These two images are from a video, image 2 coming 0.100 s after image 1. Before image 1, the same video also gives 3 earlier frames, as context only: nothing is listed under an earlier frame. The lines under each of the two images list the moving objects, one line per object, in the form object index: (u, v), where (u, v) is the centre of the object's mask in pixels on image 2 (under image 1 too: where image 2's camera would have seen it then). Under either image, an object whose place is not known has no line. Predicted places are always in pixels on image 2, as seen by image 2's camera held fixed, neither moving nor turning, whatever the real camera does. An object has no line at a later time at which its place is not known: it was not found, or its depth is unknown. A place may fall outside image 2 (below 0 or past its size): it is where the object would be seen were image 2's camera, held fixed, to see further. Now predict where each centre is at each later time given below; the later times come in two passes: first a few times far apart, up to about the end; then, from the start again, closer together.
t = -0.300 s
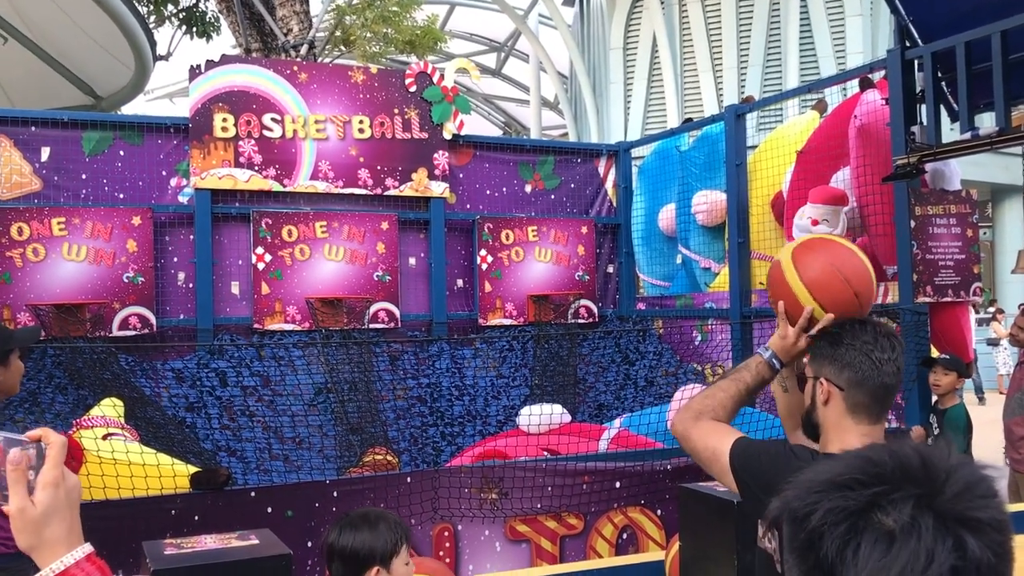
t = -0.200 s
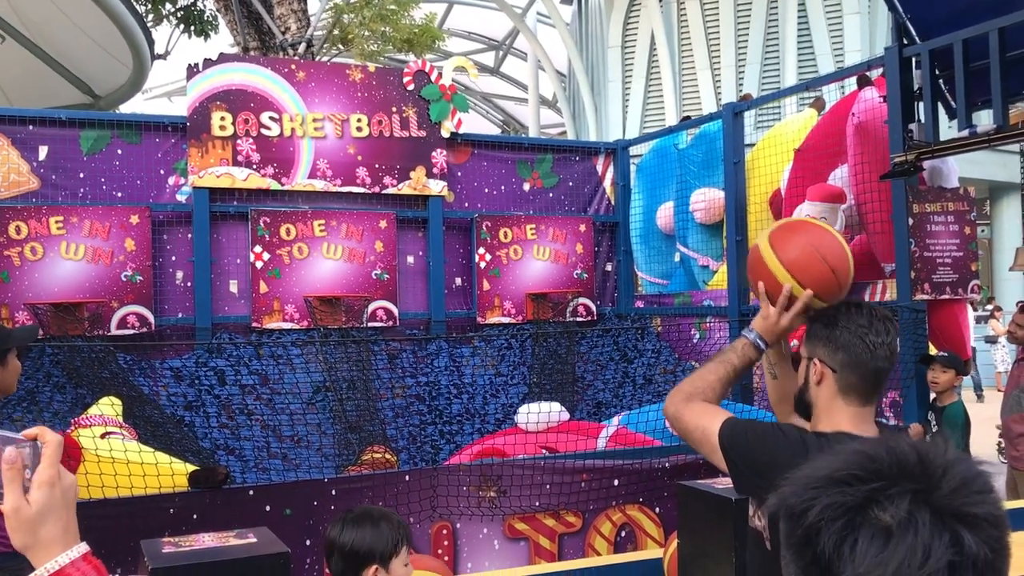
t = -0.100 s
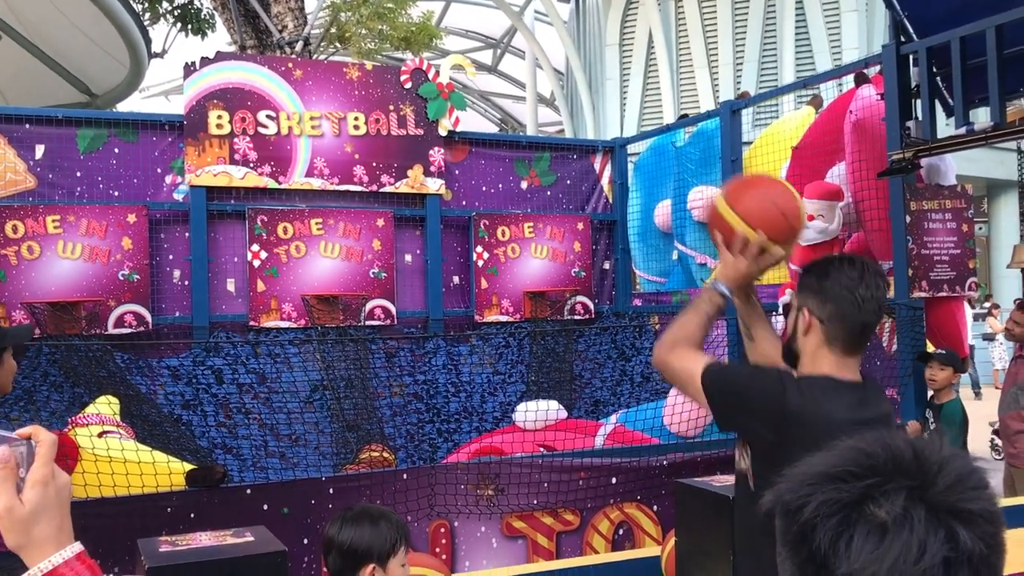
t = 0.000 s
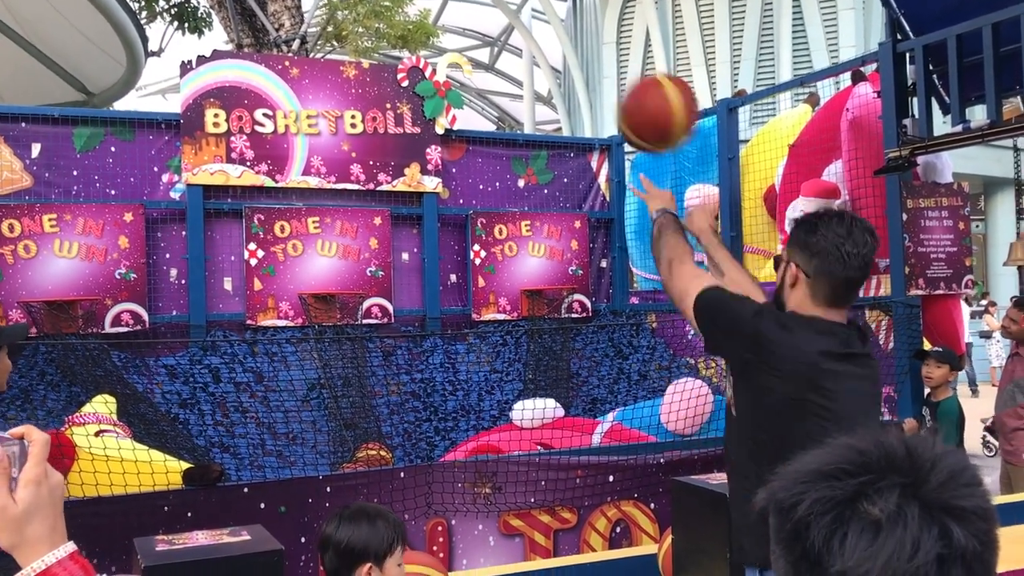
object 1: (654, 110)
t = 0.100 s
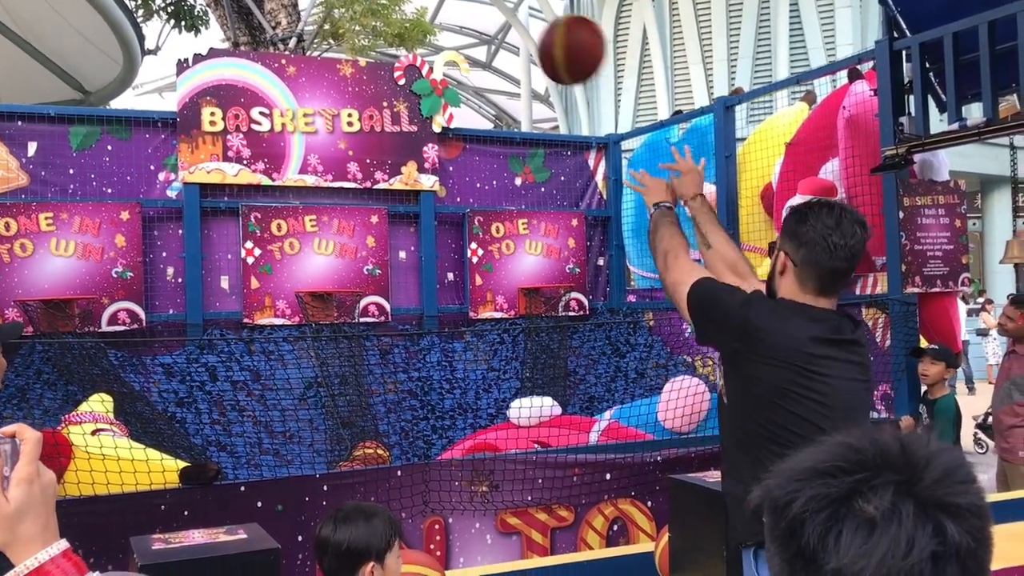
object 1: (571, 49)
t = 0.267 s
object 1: (479, 30)
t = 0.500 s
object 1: (401, 93)
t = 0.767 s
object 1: (350, 238)
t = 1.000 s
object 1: (371, 247)
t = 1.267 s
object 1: (422, 279)
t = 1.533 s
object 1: (478, 419)
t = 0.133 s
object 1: (549, 39)
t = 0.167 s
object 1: (529, 32)
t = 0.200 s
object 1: (510, 29)
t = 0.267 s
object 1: (479, 30)
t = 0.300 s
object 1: (465, 33)
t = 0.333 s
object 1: (453, 39)
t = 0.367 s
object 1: (440, 47)
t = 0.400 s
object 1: (429, 56)
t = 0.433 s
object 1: (419, 68)
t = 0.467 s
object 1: (409, 81)
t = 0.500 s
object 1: (401, 93)
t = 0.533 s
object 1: (393, 108)
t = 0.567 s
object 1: (386, 124)
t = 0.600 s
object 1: (378, 141)
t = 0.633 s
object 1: (372, 158)
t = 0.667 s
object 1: (366, 177)
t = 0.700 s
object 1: (360, 197)
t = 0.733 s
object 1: (355, 217)
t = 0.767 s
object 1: (350, 238)
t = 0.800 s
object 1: (345, 259)
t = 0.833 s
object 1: (342, 277)
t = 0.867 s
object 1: (347, 270)
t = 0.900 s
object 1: (353, 261)
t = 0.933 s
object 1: (359, 255)
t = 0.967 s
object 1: (365, 250)
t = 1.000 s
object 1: (371, 247)
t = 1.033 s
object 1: (377, 245)
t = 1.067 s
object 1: (383, 245)
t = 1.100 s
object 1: (389, 247)
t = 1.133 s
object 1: (395, 250)
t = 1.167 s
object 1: (402, 255)
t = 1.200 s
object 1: (408, 261)
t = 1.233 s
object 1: (415, 269)
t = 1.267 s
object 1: (422, 279)
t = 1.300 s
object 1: (429, 290)
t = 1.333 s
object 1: (435, 303)
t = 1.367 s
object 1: (442, 317)
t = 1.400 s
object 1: (450, 336)
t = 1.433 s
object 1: (457, 354)
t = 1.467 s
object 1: (465, 376)
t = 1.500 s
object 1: (472, 399)
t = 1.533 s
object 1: (478, 419)
